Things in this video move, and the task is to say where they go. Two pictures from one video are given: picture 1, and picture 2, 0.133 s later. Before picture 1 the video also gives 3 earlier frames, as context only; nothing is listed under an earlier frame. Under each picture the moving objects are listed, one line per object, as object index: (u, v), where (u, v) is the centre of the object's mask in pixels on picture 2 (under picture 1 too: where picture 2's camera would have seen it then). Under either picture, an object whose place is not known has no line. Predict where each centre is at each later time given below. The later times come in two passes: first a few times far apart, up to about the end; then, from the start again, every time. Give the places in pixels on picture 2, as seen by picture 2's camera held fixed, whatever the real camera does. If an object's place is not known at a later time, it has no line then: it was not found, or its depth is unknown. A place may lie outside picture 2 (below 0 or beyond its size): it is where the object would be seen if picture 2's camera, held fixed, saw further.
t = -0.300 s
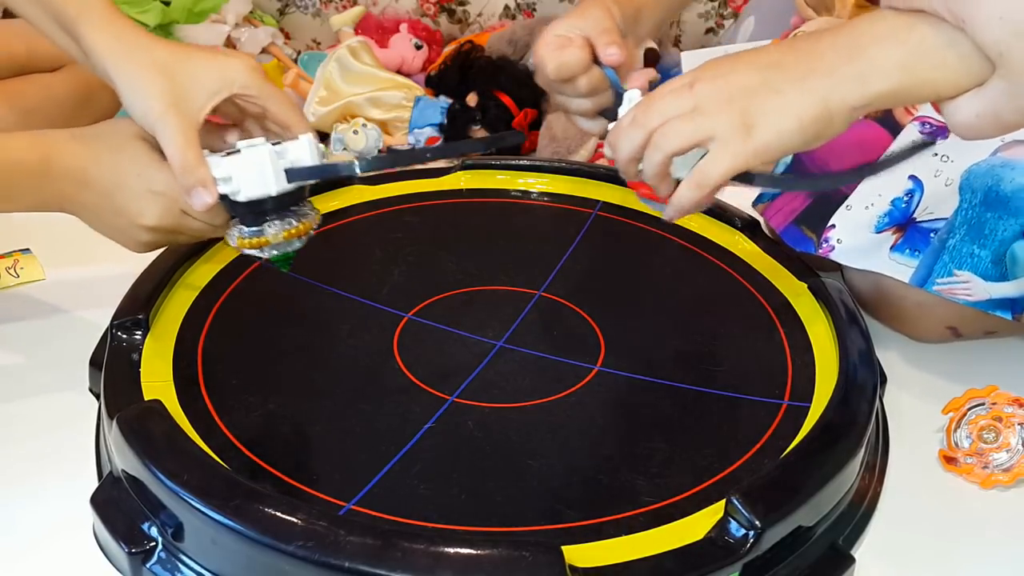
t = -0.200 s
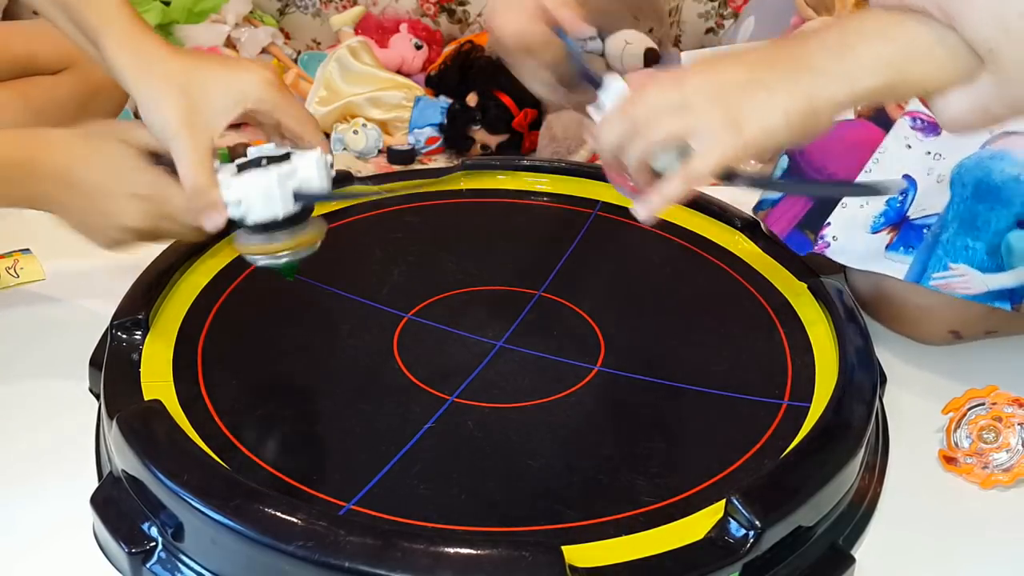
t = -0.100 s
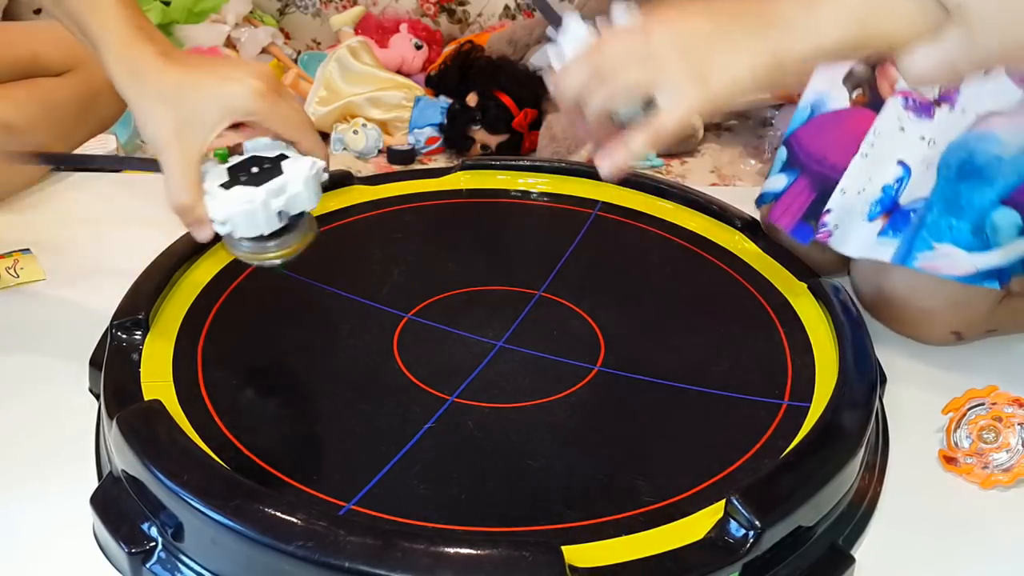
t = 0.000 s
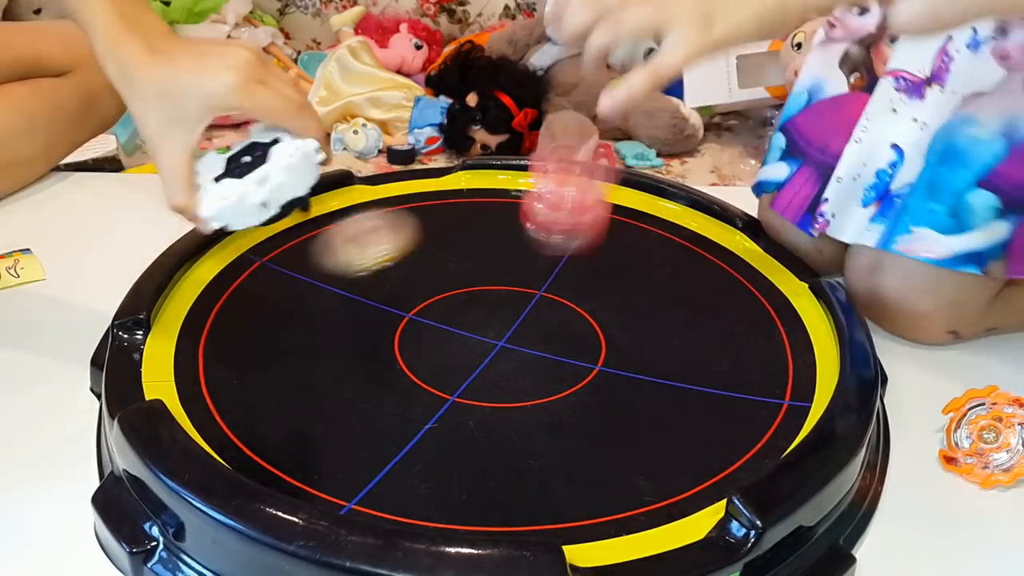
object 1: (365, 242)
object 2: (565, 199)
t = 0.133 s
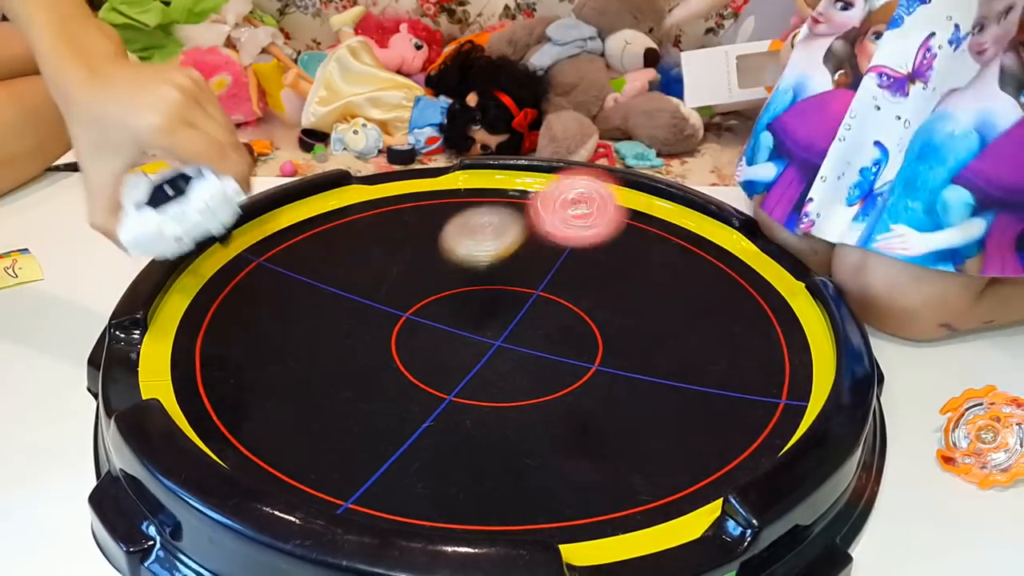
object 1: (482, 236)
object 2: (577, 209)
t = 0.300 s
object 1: (546, 248)
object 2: (670, 312)
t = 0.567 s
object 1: (655, 283)
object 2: (768, 374)
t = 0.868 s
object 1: (756, 305)
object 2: (678, 380)
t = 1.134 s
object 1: (734, 315)
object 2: (551, 421)
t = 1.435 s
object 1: (627, 357)
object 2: (373, 411)
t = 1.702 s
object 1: (525, 395)
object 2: (272, 352)
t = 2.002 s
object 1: (422, 409)
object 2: (262, 275)
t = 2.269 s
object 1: (366, 388)
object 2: (325, 224)
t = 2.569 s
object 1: (341, 335)
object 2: (444, 202)
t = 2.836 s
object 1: (343, 291)
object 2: (557, 215)
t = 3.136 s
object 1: (380, 257)
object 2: (659, 257)
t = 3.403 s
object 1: (431, 246)
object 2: (700, 319)
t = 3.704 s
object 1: (512, 252)
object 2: (647, 395)
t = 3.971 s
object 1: (581, 260)
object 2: (520, 426)
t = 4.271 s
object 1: (631, 276)
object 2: (370, 390)
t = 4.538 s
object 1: (633, 301)
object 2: (315, 326)
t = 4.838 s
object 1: (596, 335)
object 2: (349, 259)
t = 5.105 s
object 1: (555, 371)
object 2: (430, 226)
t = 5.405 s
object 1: (514, 372)
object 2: (544, 228)
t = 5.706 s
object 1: (477, 343)
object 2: (639, 266)
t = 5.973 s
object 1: (434, 307)
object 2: (669, 324)
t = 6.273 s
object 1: (401, 278)
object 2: (609, 389)
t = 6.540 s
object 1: (413, 268)
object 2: (487, 403)
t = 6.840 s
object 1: (462, 275)
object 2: (373, 359)
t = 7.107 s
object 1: (529, 286)
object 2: (352, 299)
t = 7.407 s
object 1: (590, 292)
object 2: (410, 248)
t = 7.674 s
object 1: (609, 306)
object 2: (499, 235)
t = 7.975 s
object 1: (597, 328)
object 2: (597, 258)
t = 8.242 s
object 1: (558, 333)
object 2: (648, 304)
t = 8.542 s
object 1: (454, 337)
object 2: (624, 355)
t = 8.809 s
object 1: (414, 321)
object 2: (526, 374)
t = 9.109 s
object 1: (429, 290)
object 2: (421, 344)
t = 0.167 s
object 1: (496, 231)
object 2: (599, 214)
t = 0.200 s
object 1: (508, 241)
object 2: (620, 245)
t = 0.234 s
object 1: (521, 238)
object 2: (637, 284)
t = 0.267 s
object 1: (534, 242)
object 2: (655, 307)
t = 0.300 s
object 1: (546, 248)
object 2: (670, 312)
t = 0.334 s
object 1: (558, 252)
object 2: (683, 326)
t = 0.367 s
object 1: (569, 257)
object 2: (695, 332)
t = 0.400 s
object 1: (584, 261)
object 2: (705, 341)
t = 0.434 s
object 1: (598, 266)
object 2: (717, 348)
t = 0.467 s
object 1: (611, 270)
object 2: (730, 355)
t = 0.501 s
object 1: (626, 274)
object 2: (743, 361)
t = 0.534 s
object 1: (641, 279)
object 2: (757, 367)
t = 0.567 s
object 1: (655, 283)
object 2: (768, 374)
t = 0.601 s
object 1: (669, 285)
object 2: (781, 380)
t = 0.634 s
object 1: (683, 289)
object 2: (782, 379)
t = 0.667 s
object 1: (696, 292)
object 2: (769, 376)
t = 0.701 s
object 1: (710, 295)
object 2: (757, 378)
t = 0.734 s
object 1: (723, 298)
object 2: (740, 378)
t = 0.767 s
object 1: (733, 300)
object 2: (723, 376)
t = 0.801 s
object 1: (742, 302)
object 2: (708, 376)
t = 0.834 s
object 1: (750, 304)
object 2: (693, 377)
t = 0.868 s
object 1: (756, 305)
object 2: (678, 380)
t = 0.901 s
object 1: (761, 306)
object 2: (665, 383)
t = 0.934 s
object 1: (763, 307)
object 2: (650, 389)
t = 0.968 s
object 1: (763, 308)
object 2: (636, 395)
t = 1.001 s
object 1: (760, 309)
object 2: (621, 402)
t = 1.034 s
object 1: (755, 310)
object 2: (605, 408)
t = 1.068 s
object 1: (749, 312)
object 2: (589, 413)
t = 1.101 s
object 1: (742, 313)
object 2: (570, 418)
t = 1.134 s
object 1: (734, 315)
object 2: (551, 421)
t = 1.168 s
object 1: (723, 319)
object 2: (531, 424)
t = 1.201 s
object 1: (713, 323)
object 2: (512, 426)
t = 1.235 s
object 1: (702, 327)
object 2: (491, 427)
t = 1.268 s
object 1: (690, 332)
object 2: (470, 427)
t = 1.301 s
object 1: (678, 336)
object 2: (450, 425)
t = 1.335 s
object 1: (666, 341)
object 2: (429, 424)
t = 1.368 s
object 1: (654, 346)
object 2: (410, 420)
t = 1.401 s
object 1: (640, 351)
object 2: (391, 417)
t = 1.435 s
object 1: (627, 357)
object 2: (373, 411)
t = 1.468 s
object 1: (613, 362)
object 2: (357, 406)
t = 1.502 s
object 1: (600, 367)
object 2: (341, 399)
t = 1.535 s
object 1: (586, 372)
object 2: (326, 393)
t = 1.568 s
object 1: (574, 378)
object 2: (313, 385)
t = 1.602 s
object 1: (561, 382)
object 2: (300, 378)
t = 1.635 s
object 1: (549, 387)
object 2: (290, 369)
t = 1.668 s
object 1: (537, 391)
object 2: (280, 360)
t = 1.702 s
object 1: (525, 395)
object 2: (272, 352)
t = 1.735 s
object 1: (513, 398)
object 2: (264, 343)
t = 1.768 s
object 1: (501, 401)
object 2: (259, 334)
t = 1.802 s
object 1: (489, 404)
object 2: (255, 325)
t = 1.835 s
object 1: (477, 406)
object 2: (252, 316)
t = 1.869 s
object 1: (466, 407)
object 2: (251, 308)
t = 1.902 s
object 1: (454, 408)
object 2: (252, 299)
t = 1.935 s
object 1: (443, 409)
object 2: (254, 291)
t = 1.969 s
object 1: (432, 409)
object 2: (257, 283)
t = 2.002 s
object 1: (422, 409)
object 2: (262, 275)
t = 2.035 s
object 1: (412, 409)
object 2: (266, 267)
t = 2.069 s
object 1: (404, 408)
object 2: (272, 260)
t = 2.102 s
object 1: (395, 406)
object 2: (279, 253)
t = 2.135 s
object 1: (389, 403)
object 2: (286, 246)
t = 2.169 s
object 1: (382, 400)
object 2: (294, 239)
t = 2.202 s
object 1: (376, 397)
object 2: (304, 234)
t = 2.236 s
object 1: (371, 393)
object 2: (315, 229)
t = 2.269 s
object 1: (366, 388)
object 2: (325, 224)
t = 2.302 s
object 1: (362, 383)
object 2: (336, 220)
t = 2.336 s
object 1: (358, 377)
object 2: (349, 216)
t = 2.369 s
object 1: (354, 371)
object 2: (362, 212)
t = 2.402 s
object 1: (351, 365)
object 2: (375, 209)
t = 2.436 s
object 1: (348, 359)
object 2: (389, 206)
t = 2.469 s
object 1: (346, 353)
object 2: (402, 204)
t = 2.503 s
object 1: (344, 347)
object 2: (416, 203)
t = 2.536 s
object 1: (343, 341)
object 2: (430, 202)
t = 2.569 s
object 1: (341, 335)
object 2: (444, 202)
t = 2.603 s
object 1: (340, 329)
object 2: (458, 202)
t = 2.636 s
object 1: (340, 323)
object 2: (473, 203)
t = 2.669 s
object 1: (339, 317)
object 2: (488, 205)
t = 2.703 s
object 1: (340, 312)
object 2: (502, 206)
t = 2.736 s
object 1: (340, 306)
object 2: (516, 208)
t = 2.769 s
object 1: (341, 301)
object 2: (530, 209)
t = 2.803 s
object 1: (342, 296)
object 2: (544, 212)
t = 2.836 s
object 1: (343, 291)
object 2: (557, 215)
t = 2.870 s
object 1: (346, 287)
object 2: (570, 218)
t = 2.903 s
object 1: (349, 282)
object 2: (582, 222)
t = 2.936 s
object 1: (352, 278)
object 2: (594, 226)
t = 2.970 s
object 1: (356, 274)
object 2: (606, 229)
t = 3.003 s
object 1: (360, 270)
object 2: (618, 235)
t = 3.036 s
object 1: (364, 266)
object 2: (629, 240)
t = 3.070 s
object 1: (369, 263)
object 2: (640, 245)
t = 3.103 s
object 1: (375, 260)
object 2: (650, 251)
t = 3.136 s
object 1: (380, 257)
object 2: (659, 257)
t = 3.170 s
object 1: (386, 255)
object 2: (668, 264)
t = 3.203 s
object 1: (392, 252)
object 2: (676, 271)
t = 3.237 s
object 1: (398, 250)
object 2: (683, 278)
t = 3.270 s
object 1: (405, 249)
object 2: (689, 286)
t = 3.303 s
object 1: (411, 248)
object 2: (693, 294)
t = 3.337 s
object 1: (417, 247)
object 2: (697, 302)
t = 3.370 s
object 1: (424, 247)
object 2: (700, 310)
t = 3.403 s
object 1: (431, 246)
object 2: (700, 319)
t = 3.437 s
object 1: (439, 246)
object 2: (700, 329)
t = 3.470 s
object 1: (448, 247)
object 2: (698, 337)
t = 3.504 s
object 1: (456, 247)
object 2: (695, 346)
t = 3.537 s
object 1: (466, 248)
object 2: (691, 355)
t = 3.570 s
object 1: (476, 249)
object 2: (684, 364)
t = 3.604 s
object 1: (485, 249)
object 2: (677, 372)
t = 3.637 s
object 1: (494, 250)
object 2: (668, 379)
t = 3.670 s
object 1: (503, 251)
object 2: (659, 387)
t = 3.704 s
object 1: (512, 252)
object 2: (647, 395)
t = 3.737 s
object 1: (521, 253)
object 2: (634, 401)
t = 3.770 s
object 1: (530, 254)
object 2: (621, 408)
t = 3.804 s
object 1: (539, 255)
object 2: (607, 412)
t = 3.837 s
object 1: (547, 256)
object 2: (592, 417)
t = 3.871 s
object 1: (556, 257)
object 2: (574, 421)
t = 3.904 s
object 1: (564, 258)
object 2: (556, 424)
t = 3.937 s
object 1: (573, 259)
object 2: (538, 425)
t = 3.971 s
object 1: (581, 260)
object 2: (520, 426)
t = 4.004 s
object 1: (589, 261)
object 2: (501, 425)
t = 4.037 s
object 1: (596, 263)
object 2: (483, 423)
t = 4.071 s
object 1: (603, 264)
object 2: (464, 421)
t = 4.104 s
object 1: (609, 266)
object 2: (446, 418)
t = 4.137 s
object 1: (615, 267)
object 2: (428, 414)
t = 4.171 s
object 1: (620, 269)
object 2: (412, 409)
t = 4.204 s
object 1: (624, 271)
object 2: (397, 403)
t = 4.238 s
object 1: (628, 274)
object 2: (382, 397)
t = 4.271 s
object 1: (631, 276)
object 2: (370, 390)
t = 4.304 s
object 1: (634, 279)
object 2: (358, 383)
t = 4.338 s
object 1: (636, 282)
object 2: (349, 375)
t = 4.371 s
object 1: (637, 284)
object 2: (340, 367)
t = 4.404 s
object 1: (638, 288)
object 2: (333, 359)
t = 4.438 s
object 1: (638, 291)
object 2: (326, 351)
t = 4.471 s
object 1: (637, 294)
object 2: (321, 343)
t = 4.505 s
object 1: (635, 298)
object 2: (318, 334)
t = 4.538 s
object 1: (633, 301)
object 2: (315, 326)
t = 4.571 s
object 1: (631, 305)
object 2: (314, 317)
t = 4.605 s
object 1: (628, 309)
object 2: (314, 309)
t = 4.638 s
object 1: (625, 313)
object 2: (316, 301)
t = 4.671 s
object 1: (621, 316)
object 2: (319, 293)
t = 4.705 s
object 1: (617, 320)
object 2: (323, 286)
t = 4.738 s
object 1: (612, 323)
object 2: (328, 278)
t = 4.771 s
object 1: (607, 327)
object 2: (334, 272)
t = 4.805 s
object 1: (602, 331)
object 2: (341, 265)
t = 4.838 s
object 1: (596, 335)
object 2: (349, 259)
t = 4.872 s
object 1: (590, 340)
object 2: (357, 253)
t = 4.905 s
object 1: (583, 345)
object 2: (366, 248)
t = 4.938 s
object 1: (577, 351)
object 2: (375, 243)
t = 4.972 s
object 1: (571, 357)
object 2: (385, 239)
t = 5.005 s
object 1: (567, 361)
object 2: (395, 235)
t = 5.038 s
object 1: (563, 365)
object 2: (407, 231)
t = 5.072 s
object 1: (559, 368)
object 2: (418, 228)
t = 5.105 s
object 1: (555, 371)
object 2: (430, 226)
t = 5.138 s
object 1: (551, 374)
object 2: (442, 224)
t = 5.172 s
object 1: (547, 376)
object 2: (455, 222)
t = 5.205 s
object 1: (543, 376)
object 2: (468, 222)
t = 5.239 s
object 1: (539, 377)
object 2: (481, 222)
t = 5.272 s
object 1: (534, 377)
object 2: (494, 222)
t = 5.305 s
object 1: (529, 376)
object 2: (506, 223)
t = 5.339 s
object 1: (524, 375)
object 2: (519, 224)
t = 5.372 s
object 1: (519, 373)
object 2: (532, 226)
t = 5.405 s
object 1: (514, 372)
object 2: (544, 228)
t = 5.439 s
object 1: (510, 371)
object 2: (556, 231)
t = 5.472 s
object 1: (506, 368)
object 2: (568, 234)
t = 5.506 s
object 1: (502, 366)
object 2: (580, 237)
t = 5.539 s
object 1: (498, 363)
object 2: (592, 241)
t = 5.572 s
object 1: (495, 360)
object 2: (602, 245)
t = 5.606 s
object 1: (490, 356)
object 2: (612, 250)
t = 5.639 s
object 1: (486, 352)
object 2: (622, 255)
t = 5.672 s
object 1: (482, 347)
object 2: (631, 260)
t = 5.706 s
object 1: (477, 343)
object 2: (639, 266)
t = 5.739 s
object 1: (472, 338)
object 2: (646, 272)
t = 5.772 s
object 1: (466, 333)
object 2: (653, 279)
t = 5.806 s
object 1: (461, 328)
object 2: (658, 285)
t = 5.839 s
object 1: (455, 324)
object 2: (663, 293)
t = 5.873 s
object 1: (449, 319)
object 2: (666, 300)
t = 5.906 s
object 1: (444, 315)
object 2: (669, 308)
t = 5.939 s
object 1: (439, 311)
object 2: (670, 316)
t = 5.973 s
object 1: (434, 307)
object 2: (669, 324)
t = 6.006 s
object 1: (428, 303)
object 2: (668, 332)
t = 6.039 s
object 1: (423, 299)
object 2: (665, 340)
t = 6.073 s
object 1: (418, 296)
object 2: (661, 348)
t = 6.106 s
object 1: (414, 292)
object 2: (655, 356)
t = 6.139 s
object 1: (411, 289)
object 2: (649, 363)
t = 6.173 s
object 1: (407, 285)
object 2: (640, 370)
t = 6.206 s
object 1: (405, 283)
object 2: (631, 377)
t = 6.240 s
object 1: (403, 280)
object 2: (620, 383)
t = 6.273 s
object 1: (401, 278)
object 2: (609, 389)
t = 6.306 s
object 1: (402, 276)
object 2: (596, 394)
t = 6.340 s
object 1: (403, 274)
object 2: (582, 398)
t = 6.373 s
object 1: (403, 272)
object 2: (567, 401)
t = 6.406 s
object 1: (404, 271)
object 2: (552, 403)
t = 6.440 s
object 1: (405, 269)
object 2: (536, 404)
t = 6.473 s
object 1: (407, 268)
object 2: (520, 405)
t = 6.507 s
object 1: (409, 268)
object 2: (503, 404)
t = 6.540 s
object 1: (413, 268)
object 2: (487, 403)
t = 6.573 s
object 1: (418, 268)
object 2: (471, 401)
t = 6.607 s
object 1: (422, 268)
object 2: (455, 398)
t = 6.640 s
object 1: (427, 267)
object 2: (440, 394)
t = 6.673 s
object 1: (432, 268)
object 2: (426, 390)
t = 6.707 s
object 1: (437, 270)
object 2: (414, 385)
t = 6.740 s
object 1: (442, 271)
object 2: (402, 379)
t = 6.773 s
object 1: (449, 272)
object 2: (391, 373)
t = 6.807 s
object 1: (455, 273)
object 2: (381, 366)
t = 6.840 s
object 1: (462, 275)
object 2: (373, 359)
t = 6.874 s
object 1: (470, 276)
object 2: (366, 352)
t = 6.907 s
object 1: (478, 278)
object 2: (360, 344)
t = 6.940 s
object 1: (486, 280)
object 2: (356, 337)
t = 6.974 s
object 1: (494, 281)
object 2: (352, 330)
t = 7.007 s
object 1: (503, 282)
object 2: (351, 322)
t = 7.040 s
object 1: (511, 284)
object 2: (350, 314)
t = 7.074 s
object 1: (520, 285)
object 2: (351, 306)
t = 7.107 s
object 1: (529, 286)
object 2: (352, 299)
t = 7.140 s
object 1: (537, 287)
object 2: (355, 292)
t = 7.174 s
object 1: (545, 287)
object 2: (358, 285)
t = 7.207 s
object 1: (553, 288)
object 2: (363, 279)
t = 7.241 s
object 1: (560, 289)
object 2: (369, 273)
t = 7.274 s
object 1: (567, 289)
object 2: (376, 267)
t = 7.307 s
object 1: (573, 290)
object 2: (384, 262)
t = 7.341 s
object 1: (579, 291)
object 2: (392, 257)
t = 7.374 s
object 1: (584, 292)
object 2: (401, 252)
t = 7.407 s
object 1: (590, 292)
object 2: (410, 248)
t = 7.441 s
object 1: (593, 293)
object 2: (420, 245)
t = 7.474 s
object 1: (595, 294)
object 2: (430, 242)
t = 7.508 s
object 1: (598, 295)
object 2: (441, 240)
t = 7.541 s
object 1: (601, 297)
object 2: (452, 238)
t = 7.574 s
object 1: (604, 300)
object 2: (464, 236)
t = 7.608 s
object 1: (607, 303)
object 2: (475, 235)
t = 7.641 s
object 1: (608, 305)
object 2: (488, 235)
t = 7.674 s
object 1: (609, 306)
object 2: (499, 235)
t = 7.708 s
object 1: (610, 308)
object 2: (511, 236)
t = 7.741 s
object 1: (609, 310)
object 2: (523, 237)
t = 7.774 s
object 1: (608, 312)
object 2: (534, 239)
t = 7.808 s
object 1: (606, 314)
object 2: (546, 241)
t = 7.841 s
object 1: (604, 317)
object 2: (557, 243)
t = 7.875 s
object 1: (602, 320)
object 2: (568, 246)
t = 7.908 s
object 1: (601, 324)
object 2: (578, 250)
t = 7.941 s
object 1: (599, 326)
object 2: (588, 254)
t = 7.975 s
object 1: (597, 328)
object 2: (597, 258)
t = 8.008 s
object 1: (594, 330)
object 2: (606, 263)
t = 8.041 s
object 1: (592, 331)
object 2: (614, 268)
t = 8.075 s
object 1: (588, 331)
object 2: (622, 272)
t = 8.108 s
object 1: (584, 331)
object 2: (629, 278)
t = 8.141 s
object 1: (580, 331)
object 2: (634, 284)
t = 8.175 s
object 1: (575, 331)
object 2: (639, 290)
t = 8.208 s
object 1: (569, 332)
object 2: (643, 298)
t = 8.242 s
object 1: (558, 333)
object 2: (648, 304)
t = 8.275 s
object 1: (543, 336)
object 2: (655, 308)
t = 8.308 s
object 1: (530, 337)
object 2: (659, 313)
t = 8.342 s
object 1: (517, 338)
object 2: (658, 320)
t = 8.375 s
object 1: (505, 339)
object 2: (656, 325)
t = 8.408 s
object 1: (493, 339)
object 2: (652, 332)
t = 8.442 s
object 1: (482, 339)
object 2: (647, 339)
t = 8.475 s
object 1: (472, 339)
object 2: (641, 344)
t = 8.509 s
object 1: (463, 337)
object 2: (633, 350)
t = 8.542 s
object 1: (454, 337)
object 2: (624, 355)
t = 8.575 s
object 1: (447, 335)
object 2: (614, 360)
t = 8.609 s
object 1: (440, 334)
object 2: (603, 364)
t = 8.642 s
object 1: (434, 332)
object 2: (591, 368)
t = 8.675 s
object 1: (428, 330)
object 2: (579, 370)
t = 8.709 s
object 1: (424, 328)
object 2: (566, 372)
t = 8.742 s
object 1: (420, 326)
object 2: (553, 376)
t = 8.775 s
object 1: (416, 324)
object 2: (539, 377)
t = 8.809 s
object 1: (414, 321)
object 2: (526, 374)
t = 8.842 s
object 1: (412, 318)
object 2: (512, 376)
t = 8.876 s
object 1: (413, 316)
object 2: (499, 372)
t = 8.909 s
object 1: (414, 312)
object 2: (485, 369)
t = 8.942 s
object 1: (415, 310)
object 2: (473, 365)
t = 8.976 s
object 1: (417, 307)
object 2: (462, 362)
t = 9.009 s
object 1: (420, 303)
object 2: (451, 358)
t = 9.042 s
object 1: (423, 299)
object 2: (440, 354)
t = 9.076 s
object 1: (425, 295)
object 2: (430, 349)
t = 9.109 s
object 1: (429, 290)
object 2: (421, 344)
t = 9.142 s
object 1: (434, 286)
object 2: (412, 341)
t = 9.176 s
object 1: (440, 279)
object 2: (402, 338)
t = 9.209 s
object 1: (447, 272)
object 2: (394, 334)
